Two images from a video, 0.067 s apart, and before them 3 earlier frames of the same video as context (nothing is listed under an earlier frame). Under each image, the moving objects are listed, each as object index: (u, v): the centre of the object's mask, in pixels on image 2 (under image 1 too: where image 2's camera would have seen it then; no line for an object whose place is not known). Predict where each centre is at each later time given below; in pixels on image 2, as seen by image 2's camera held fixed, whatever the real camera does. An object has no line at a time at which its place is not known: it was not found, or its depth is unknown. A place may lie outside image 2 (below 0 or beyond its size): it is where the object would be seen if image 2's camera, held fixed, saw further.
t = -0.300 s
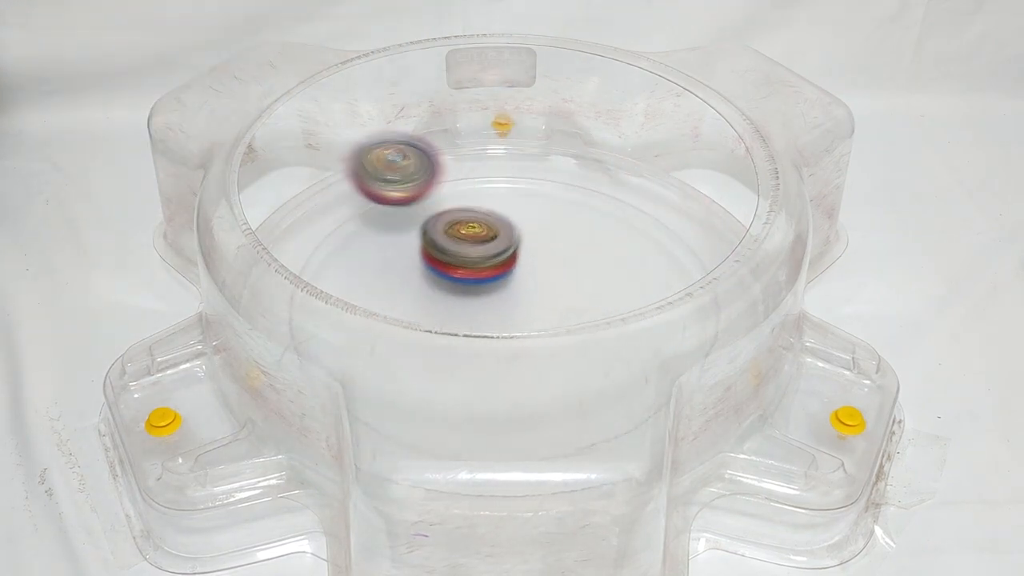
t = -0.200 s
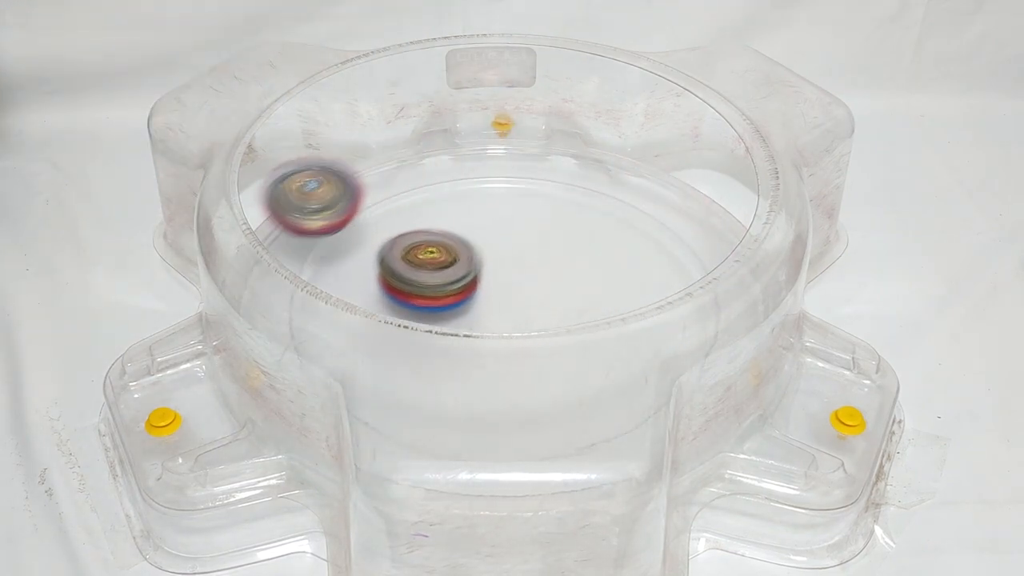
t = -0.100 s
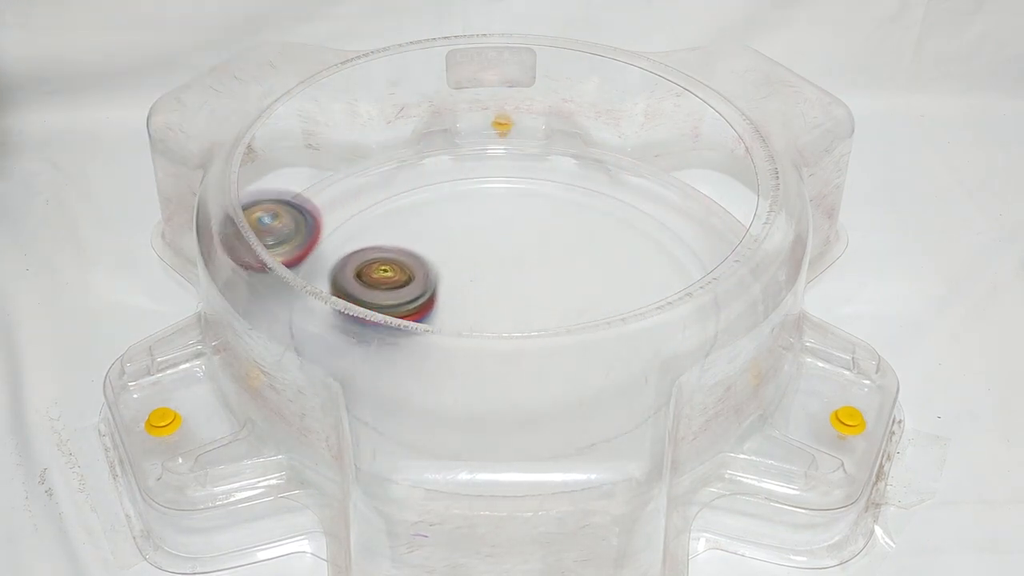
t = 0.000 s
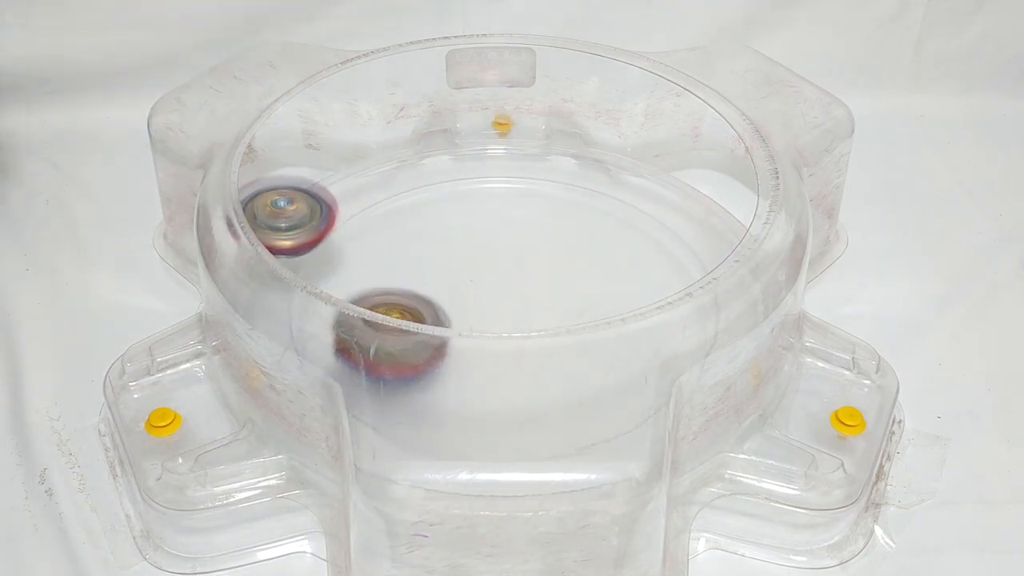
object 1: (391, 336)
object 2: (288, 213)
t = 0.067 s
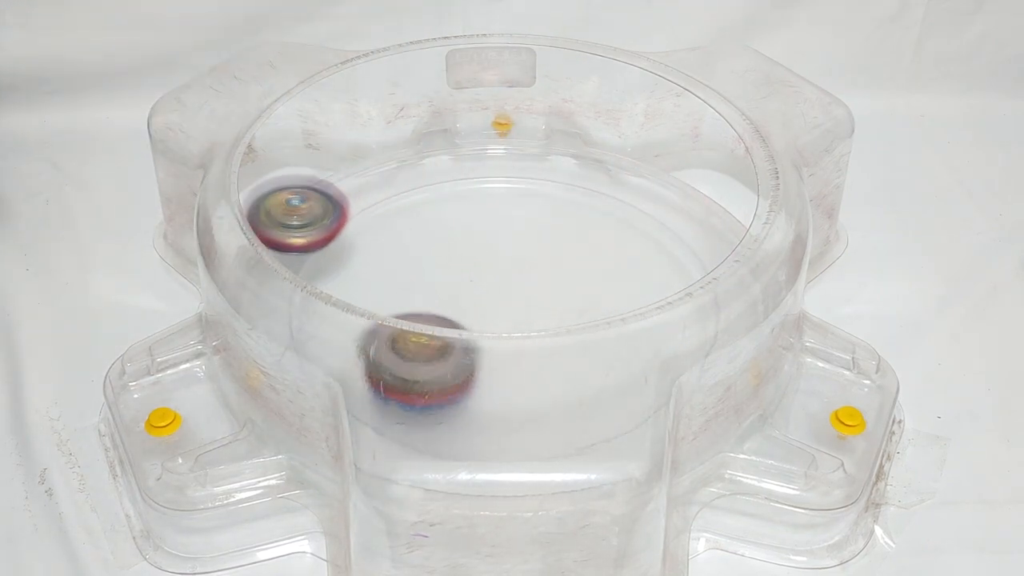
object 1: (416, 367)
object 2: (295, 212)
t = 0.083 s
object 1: (426, 370)
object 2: (302, 215)
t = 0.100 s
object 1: (437, 373)
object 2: (309, 212)
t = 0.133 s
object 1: (462, 374)
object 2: (324, 211)
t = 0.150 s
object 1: (474, 374)
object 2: (332, 213)
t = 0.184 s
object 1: (497, 372)
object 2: (351, 220)
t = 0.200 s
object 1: (508, 372)
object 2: (362, 224)
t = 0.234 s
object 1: (526, 354)
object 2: (384, 235)
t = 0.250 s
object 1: (534, 348)
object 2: (394, 239)
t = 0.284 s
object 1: (546, 332)
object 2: (416, 250)
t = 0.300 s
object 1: (550, 325)
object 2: (427, 256)
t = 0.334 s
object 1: (555, 311)
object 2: (447, 267)
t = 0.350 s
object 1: (554, 296)
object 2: (456, 271)
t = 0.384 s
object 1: (574, 292)
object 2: (454, 262)
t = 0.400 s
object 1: (585, 290)
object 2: (451, 256)
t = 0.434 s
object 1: (602, 285)
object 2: (445, 243)
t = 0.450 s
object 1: (608, 282)
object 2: (441, 237)
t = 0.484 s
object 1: (617, 276)
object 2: (432, 229)
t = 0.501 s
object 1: (619, 273)
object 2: (428, 225)
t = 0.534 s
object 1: (619, 265)
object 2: (418, 221)
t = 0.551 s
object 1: (617, 260)
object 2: (412, 221)
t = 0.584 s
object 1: (611, 248)
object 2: (402, 222)
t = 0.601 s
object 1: (607, 242)
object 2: (397, 224)
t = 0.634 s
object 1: (596, 232)
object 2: (387, 233)
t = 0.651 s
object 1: (590, 226)
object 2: (383, 238)
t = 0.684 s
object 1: (575, 218)
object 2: (378, 254)
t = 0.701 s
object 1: (568, 214)
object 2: (378, 262)
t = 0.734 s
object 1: (550, 208)
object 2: (386, 278)
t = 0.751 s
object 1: (542, 206)
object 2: (394, 285)
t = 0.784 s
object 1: (522, 204)
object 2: (410, 302)
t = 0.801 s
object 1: (512, 204)
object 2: (421, 312)
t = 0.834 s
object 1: (493, 205)
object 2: (448, 326)
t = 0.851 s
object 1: (483, 207)
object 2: (462, 331)
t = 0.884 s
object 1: (464, 212)
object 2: (494, 336)
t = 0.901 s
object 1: (456, 215)
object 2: (509, 336)
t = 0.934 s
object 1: (440, 224)
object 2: (542, 334)
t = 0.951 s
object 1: (433, 228)
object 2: (556, 331)
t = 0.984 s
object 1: (420, 240)
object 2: (584, 323)
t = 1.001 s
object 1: (415, 246)
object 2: (596, 318)
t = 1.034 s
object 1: (407, 259)
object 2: (618, 303)
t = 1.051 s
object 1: (405, 265)
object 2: (626, 295)
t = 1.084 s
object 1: (403, 278)
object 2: (638, 274)
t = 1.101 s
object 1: (404, 283)
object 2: (645, 267)
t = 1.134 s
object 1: (410, 291)
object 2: (652, 250)
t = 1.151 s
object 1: (411, 302)
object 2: (653, 240)
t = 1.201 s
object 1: (420, 320)
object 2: (647, 219)
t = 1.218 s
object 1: (426, 326)
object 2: (642, 211)
